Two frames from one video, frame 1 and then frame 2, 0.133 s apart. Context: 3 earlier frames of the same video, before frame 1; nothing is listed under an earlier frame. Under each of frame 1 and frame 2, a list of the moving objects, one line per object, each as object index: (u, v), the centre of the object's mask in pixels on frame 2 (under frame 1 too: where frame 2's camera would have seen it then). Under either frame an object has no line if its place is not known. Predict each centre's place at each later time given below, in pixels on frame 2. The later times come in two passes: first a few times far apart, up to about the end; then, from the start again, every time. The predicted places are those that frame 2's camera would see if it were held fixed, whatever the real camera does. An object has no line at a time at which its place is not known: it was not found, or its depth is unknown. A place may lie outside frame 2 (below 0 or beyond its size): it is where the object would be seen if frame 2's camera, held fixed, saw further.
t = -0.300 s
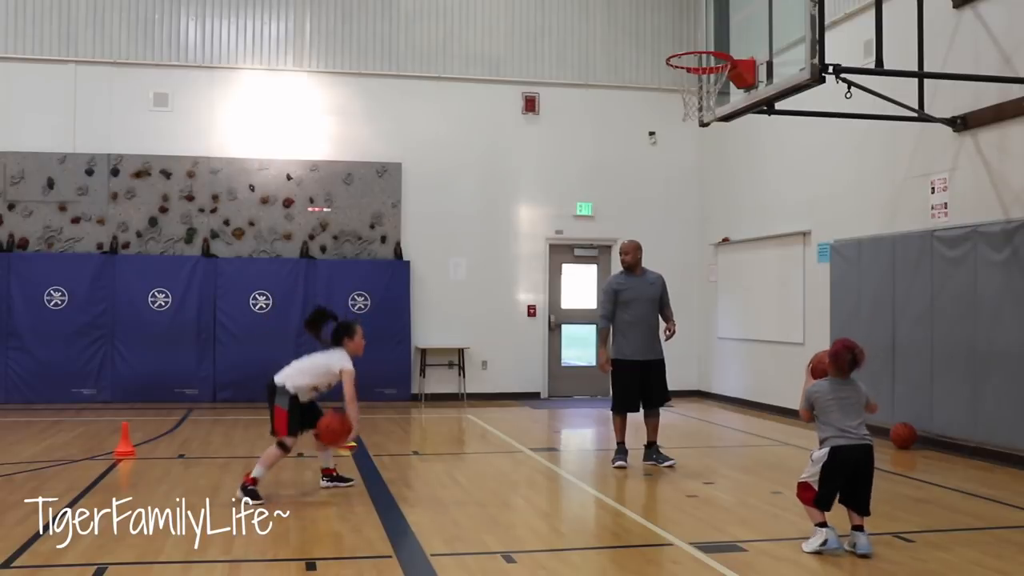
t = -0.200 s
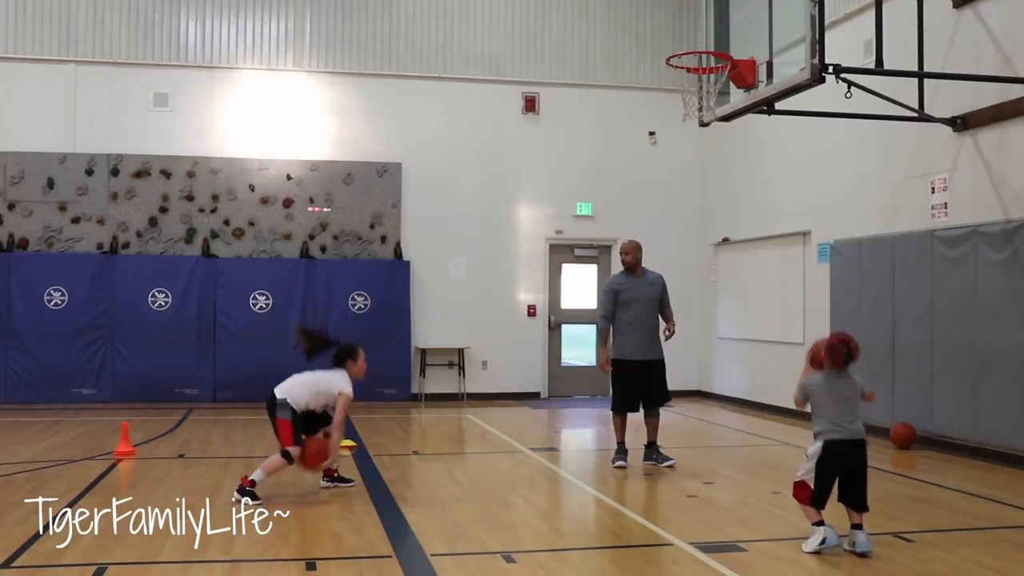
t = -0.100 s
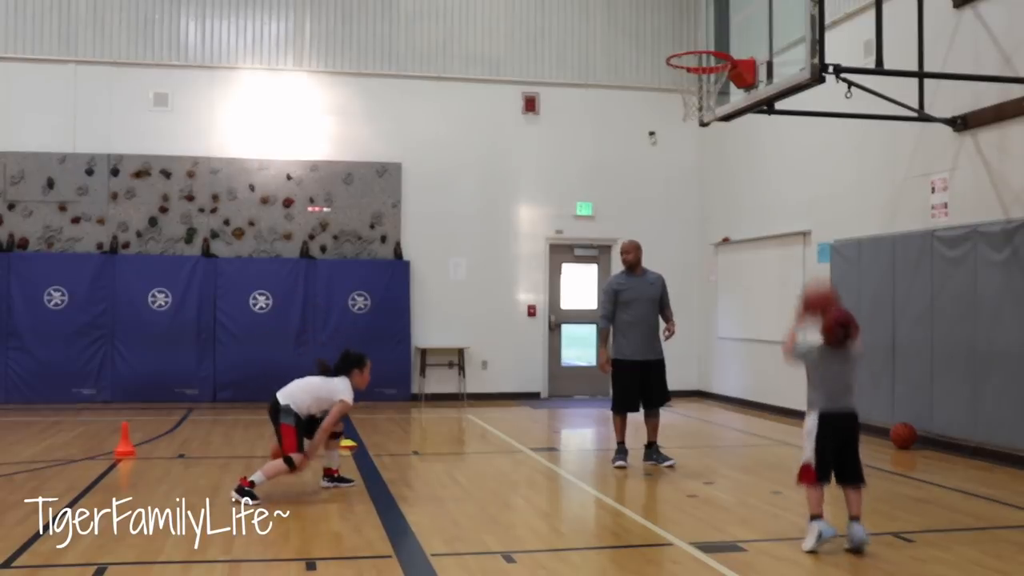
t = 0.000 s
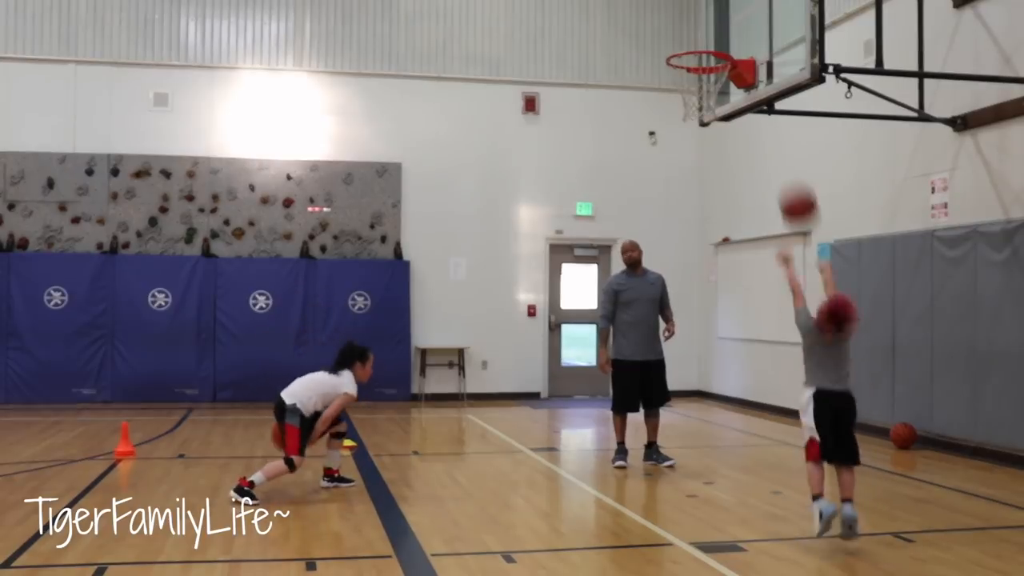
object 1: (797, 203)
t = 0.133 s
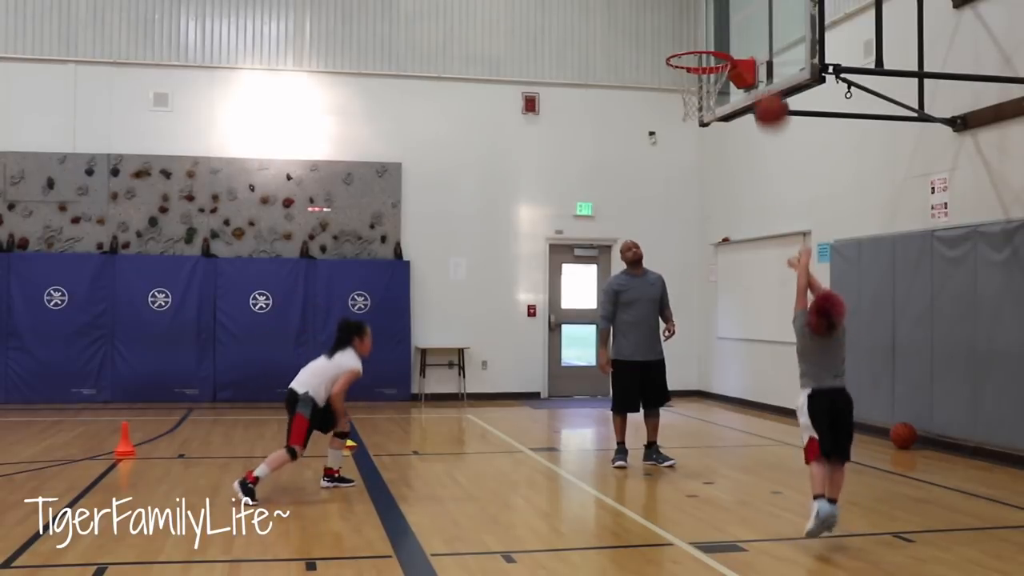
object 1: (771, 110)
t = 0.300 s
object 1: (742, 41)
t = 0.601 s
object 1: (697, 31)
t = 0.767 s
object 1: (697, 58)
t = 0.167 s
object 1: (765, 93)
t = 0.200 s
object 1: (758, 75)
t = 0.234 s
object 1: (753, 61)
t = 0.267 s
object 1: (747, 51)
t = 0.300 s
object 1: (742, 41)
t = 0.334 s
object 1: (736, 33)
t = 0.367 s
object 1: (730, 28)
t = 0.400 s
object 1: (725, 24)
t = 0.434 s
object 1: (720, 21)
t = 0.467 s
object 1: (716, 21)
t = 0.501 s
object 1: (711, 21)
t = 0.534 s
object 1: (706, 23)
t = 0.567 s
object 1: (701, 26)
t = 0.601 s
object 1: (697, 31)
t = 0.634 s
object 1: (692, 37)
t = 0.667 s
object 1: (688, 45)
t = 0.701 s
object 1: (684, 55)
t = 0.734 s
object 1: (689, 57)
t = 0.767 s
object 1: (697, 58)
